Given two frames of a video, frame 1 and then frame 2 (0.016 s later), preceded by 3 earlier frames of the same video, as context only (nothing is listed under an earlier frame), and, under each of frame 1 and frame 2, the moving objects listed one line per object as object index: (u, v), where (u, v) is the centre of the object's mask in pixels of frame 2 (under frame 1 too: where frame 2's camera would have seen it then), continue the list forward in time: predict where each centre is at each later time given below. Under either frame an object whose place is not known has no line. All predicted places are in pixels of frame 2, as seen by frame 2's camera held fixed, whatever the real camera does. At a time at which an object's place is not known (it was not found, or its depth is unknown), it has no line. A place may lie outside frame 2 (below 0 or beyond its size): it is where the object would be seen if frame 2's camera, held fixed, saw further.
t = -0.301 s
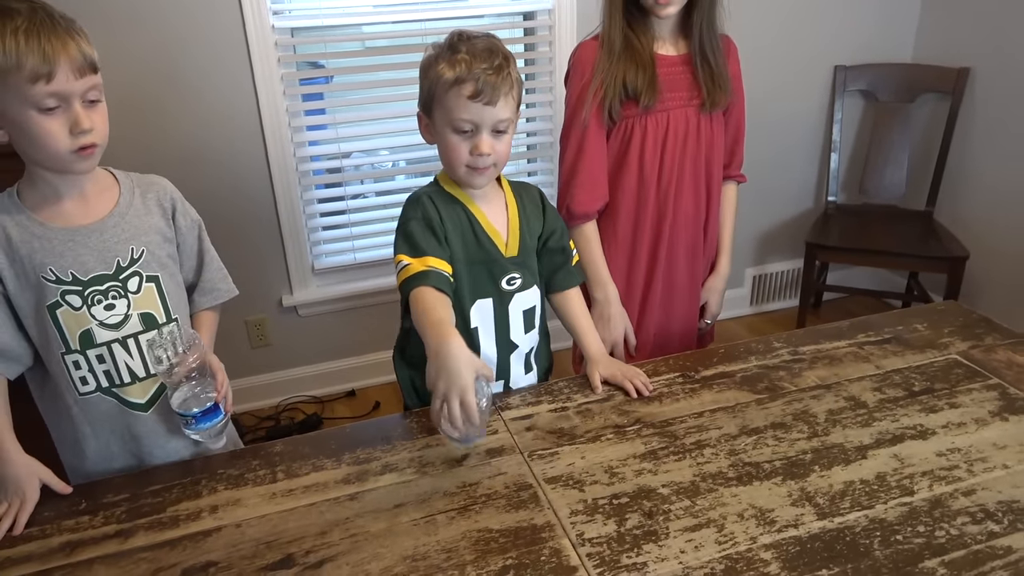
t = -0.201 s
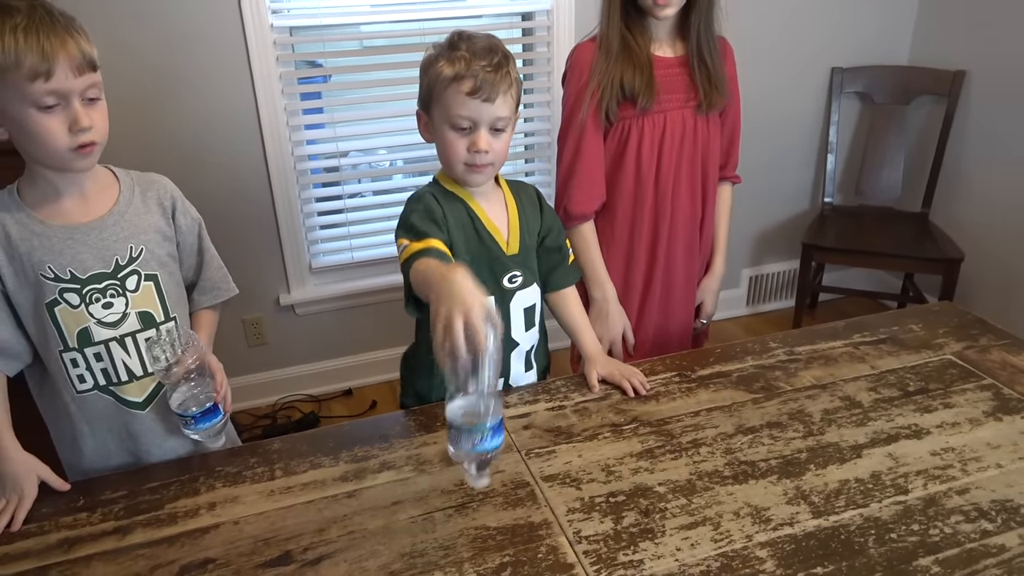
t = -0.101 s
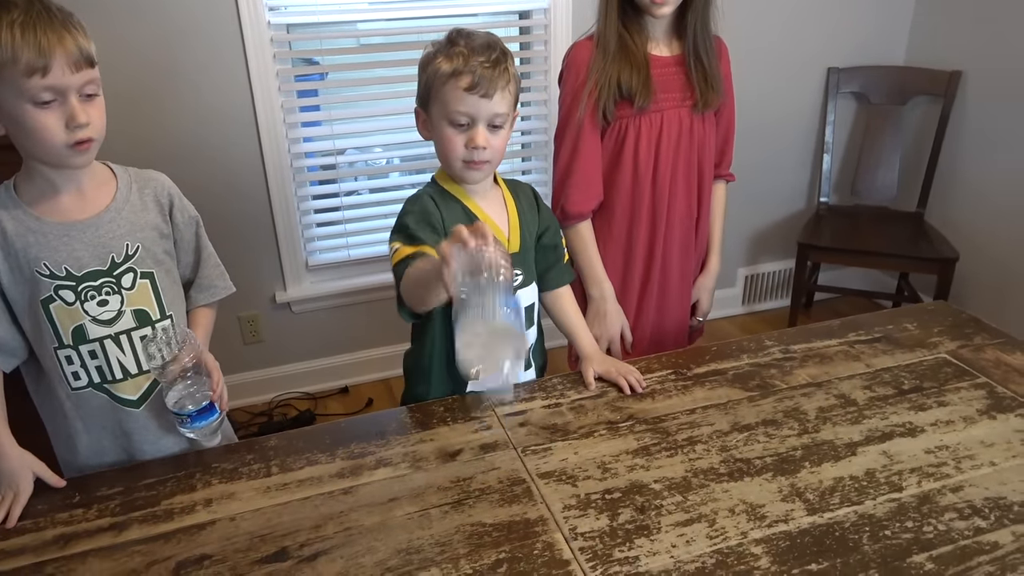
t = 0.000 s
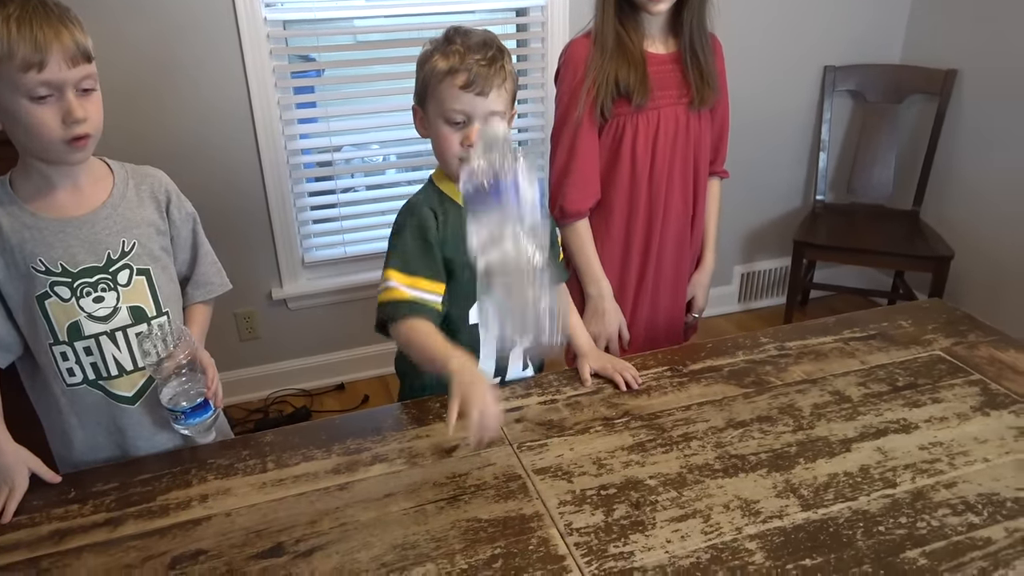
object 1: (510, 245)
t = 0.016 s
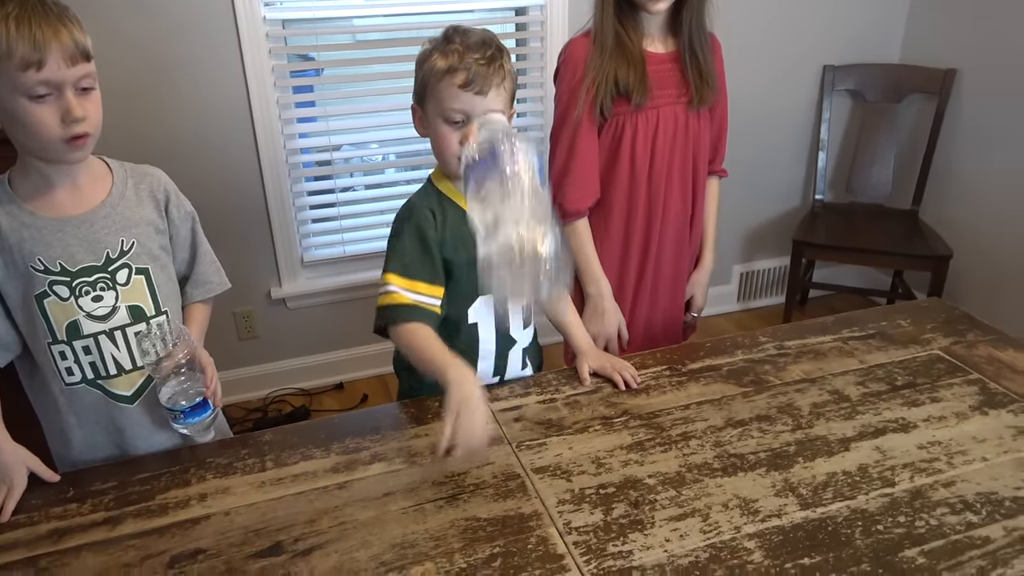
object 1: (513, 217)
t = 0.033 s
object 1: (518, 203)
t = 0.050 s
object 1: (522, 180)
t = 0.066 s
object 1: (529, 159)
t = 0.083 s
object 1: (533, 141)
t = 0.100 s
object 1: (534, 131)
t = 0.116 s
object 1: (536, 129)
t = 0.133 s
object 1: (538, 131)
